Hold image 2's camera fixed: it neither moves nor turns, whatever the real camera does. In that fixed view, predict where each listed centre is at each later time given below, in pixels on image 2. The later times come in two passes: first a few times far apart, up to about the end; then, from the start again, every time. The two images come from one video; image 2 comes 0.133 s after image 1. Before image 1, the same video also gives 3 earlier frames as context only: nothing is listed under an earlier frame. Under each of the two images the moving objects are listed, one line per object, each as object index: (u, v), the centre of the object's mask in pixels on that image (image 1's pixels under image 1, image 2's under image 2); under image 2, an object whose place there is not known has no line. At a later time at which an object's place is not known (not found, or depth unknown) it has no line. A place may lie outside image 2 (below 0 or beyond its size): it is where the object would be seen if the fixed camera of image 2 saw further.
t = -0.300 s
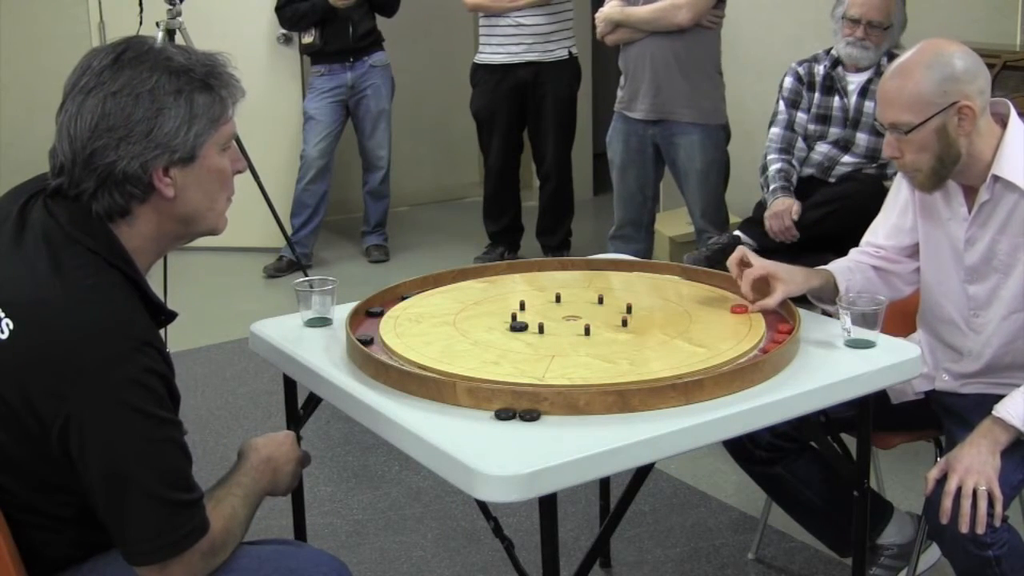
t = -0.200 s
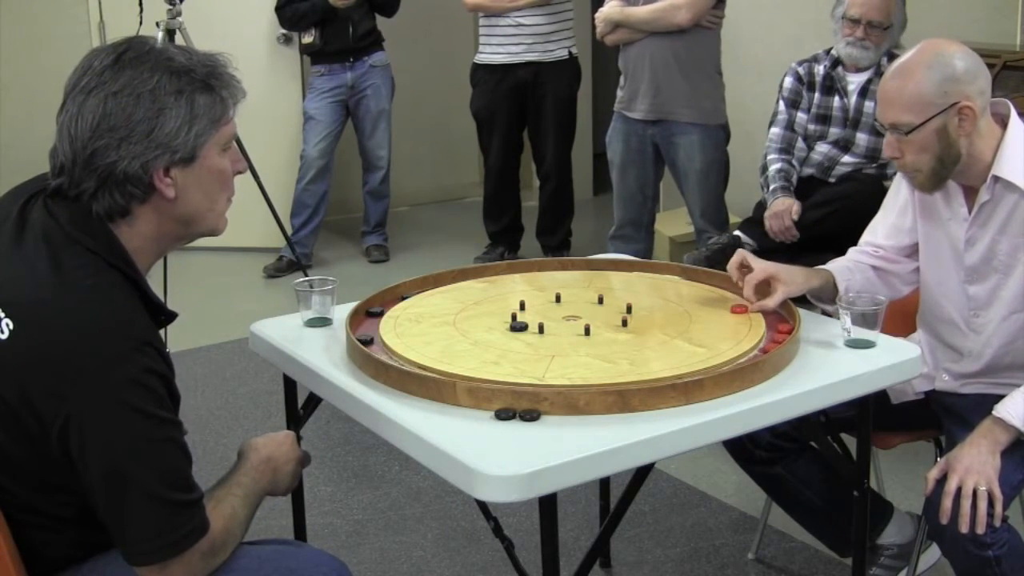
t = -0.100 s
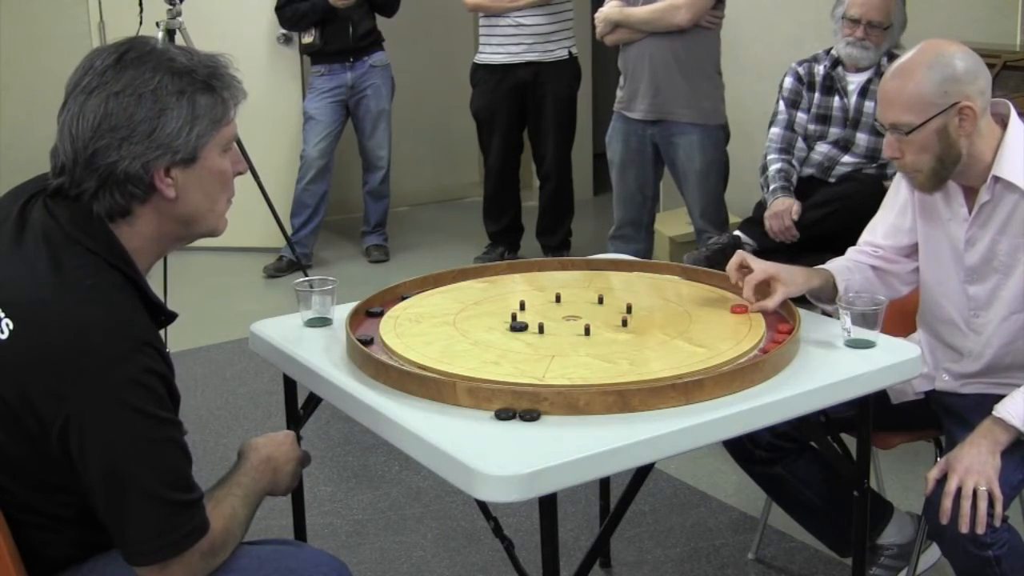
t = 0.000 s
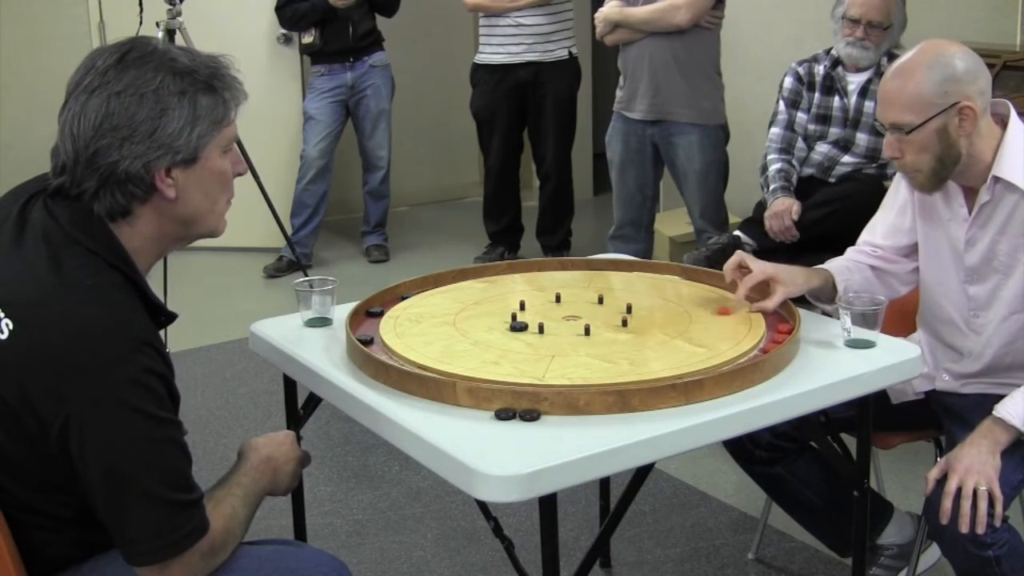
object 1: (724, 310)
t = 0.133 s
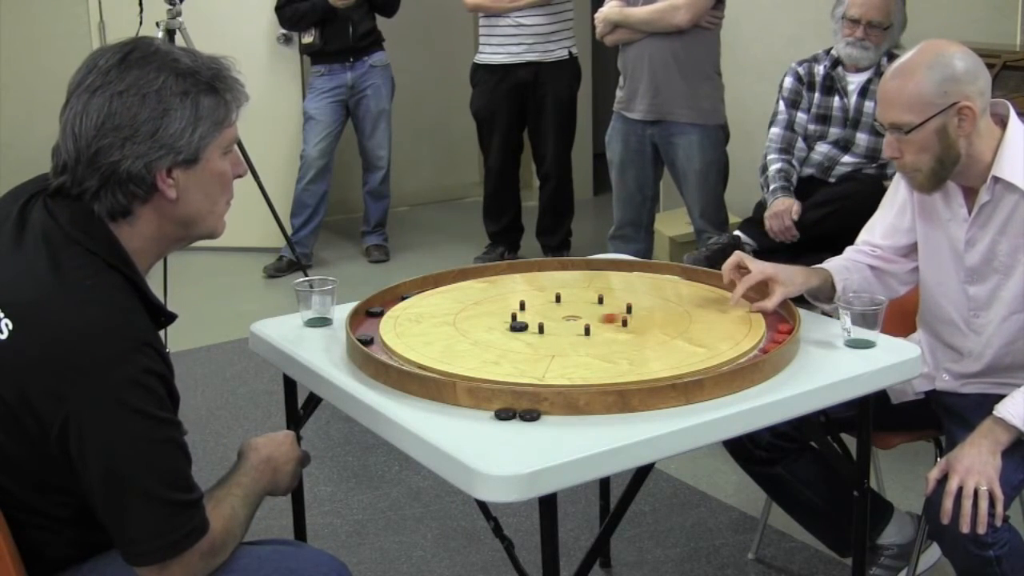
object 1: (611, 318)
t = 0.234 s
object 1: (534, 325)
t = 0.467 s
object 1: (535, 324)
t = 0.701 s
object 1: (535, 325)
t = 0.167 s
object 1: (583, 320)
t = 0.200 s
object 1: (557, 322)
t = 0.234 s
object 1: (534, 325)
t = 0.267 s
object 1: (531, 324)
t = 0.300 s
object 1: (530, 324)
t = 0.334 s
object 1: (531, 324)
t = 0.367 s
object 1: (533, 324)
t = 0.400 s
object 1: (534, 325)
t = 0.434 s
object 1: (535, 324)
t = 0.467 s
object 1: (535, 324)
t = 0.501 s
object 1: (535, 324)
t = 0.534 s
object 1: (535, 324)
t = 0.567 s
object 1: (535, 324)
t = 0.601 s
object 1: (535, 324)
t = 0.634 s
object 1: (535, 324)
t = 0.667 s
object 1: (535, 324)
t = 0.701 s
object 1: (535, 325)
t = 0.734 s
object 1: (535, 324)
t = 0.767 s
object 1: (535, 324)
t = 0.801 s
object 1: (535, 324)
